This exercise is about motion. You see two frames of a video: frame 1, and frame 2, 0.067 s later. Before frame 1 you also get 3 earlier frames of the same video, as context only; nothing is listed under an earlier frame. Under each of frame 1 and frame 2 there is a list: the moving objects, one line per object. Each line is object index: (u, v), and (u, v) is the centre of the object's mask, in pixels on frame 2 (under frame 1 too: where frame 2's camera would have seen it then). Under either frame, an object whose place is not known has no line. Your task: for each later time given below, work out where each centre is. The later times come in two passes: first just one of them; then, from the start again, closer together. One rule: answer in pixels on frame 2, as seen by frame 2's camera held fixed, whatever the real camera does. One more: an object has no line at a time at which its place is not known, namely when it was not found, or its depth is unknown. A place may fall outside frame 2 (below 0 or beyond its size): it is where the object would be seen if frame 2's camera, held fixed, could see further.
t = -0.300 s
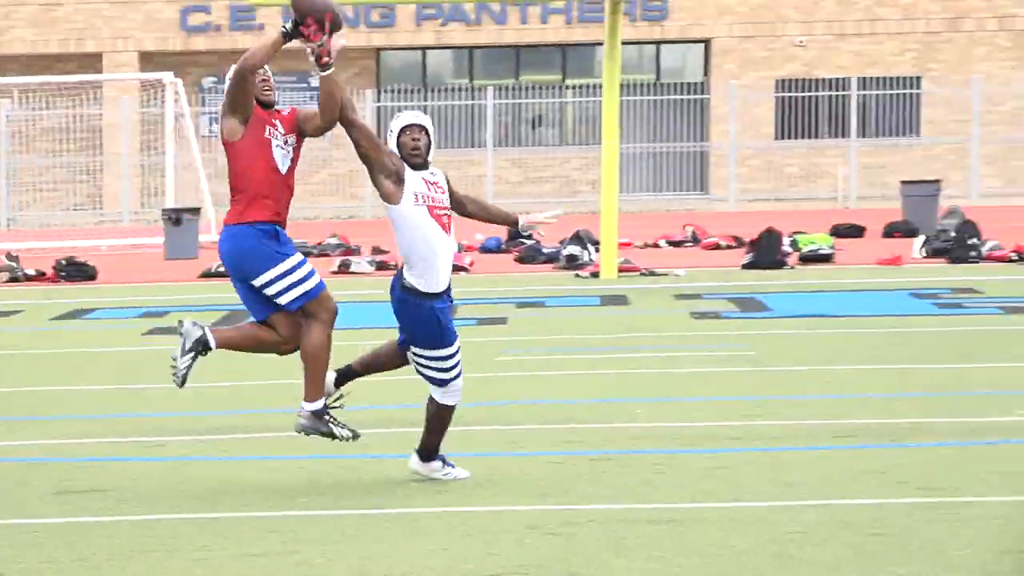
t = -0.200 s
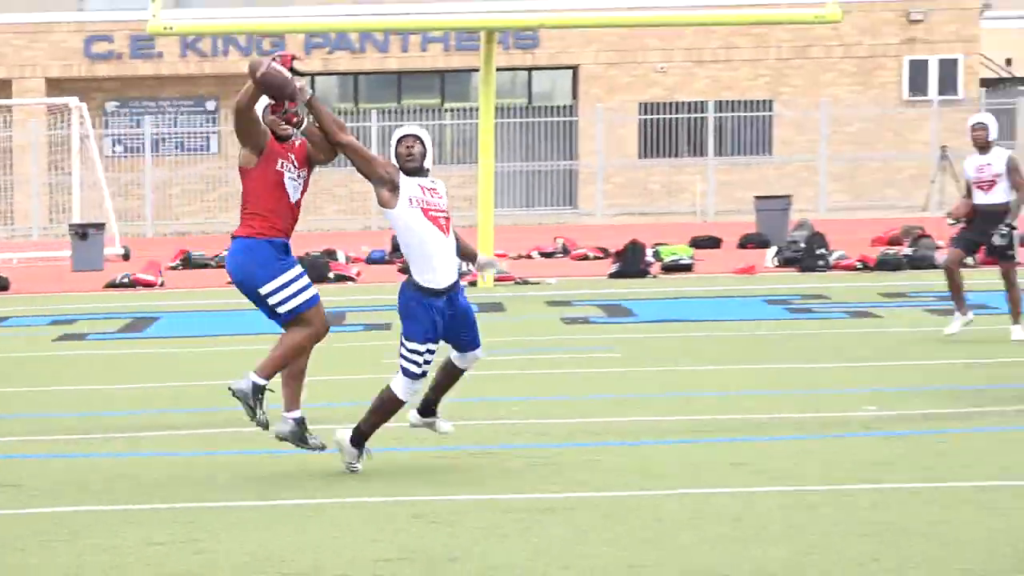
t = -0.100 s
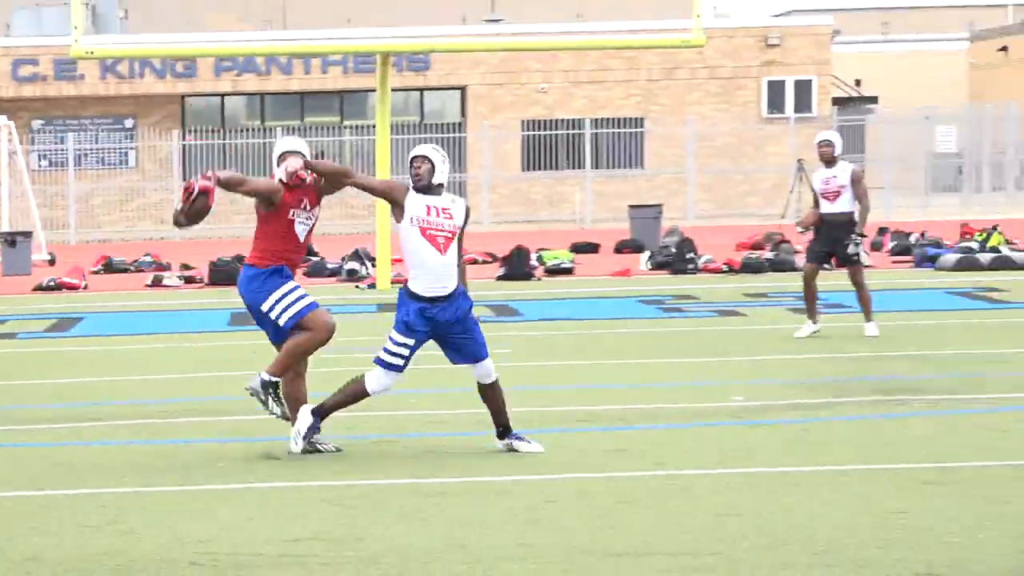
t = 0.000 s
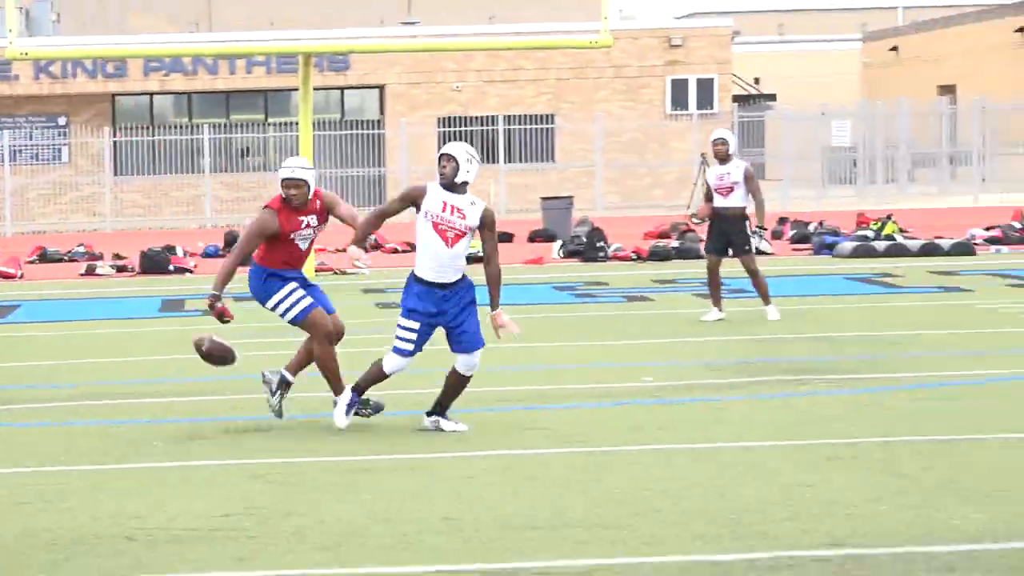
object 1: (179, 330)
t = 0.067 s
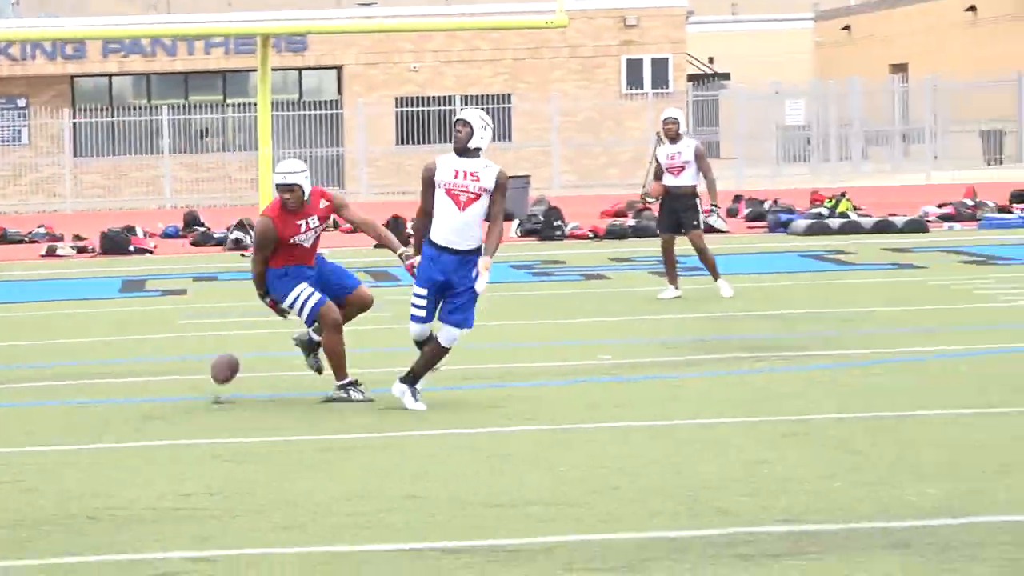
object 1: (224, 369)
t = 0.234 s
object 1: (263, 249)
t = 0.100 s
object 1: (231, 340)
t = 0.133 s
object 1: (237, 314)
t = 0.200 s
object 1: (255, 267)
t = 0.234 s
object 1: (263, 249)
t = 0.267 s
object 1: (270, 231)
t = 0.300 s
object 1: (277, 215)
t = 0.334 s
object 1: (286, 202)
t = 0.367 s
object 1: (291, 188)
